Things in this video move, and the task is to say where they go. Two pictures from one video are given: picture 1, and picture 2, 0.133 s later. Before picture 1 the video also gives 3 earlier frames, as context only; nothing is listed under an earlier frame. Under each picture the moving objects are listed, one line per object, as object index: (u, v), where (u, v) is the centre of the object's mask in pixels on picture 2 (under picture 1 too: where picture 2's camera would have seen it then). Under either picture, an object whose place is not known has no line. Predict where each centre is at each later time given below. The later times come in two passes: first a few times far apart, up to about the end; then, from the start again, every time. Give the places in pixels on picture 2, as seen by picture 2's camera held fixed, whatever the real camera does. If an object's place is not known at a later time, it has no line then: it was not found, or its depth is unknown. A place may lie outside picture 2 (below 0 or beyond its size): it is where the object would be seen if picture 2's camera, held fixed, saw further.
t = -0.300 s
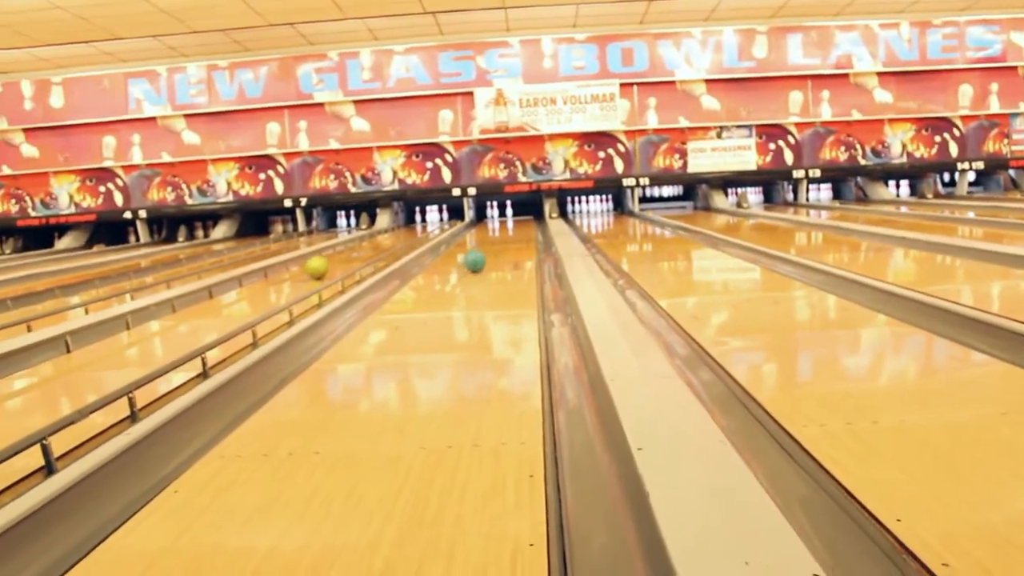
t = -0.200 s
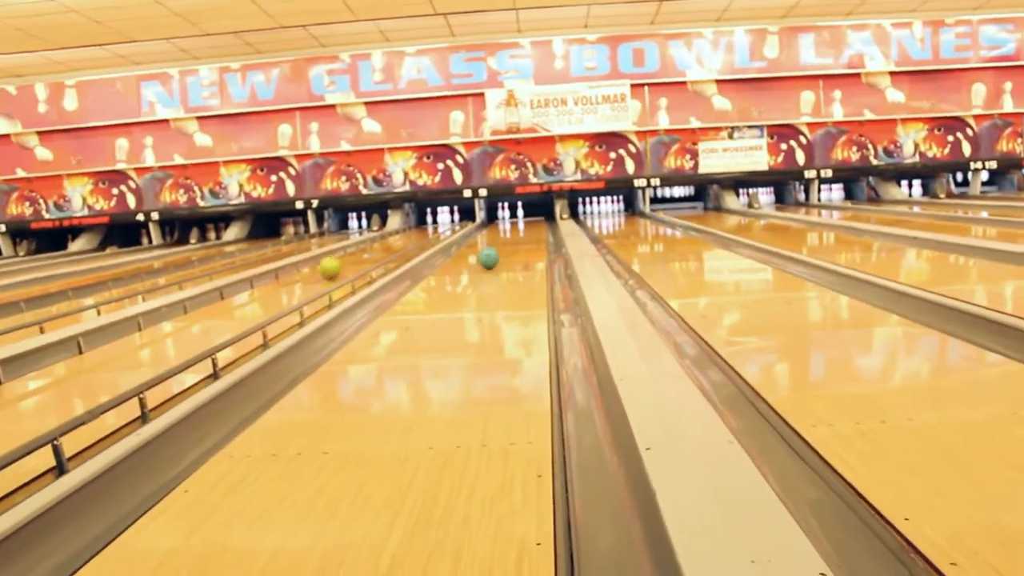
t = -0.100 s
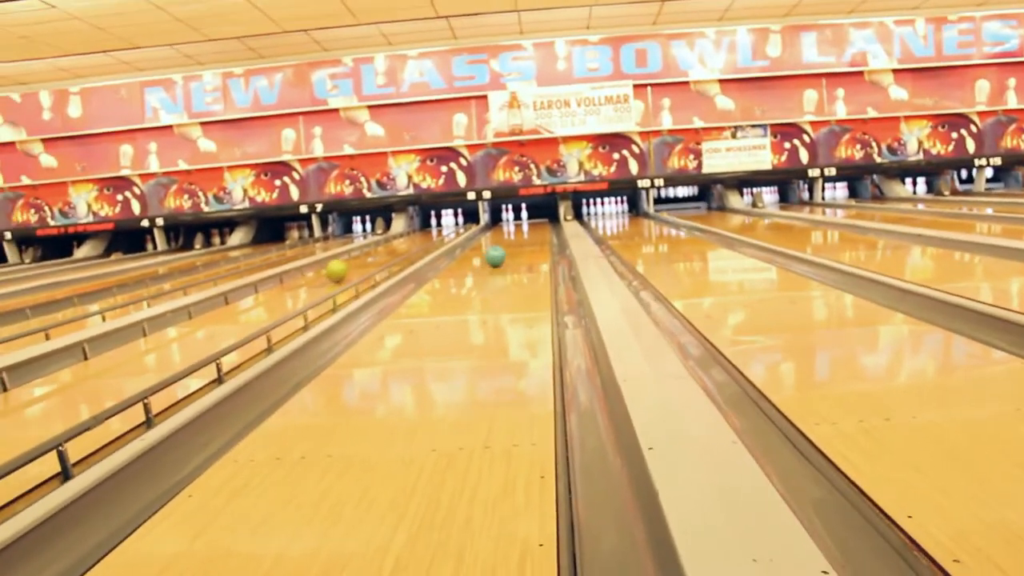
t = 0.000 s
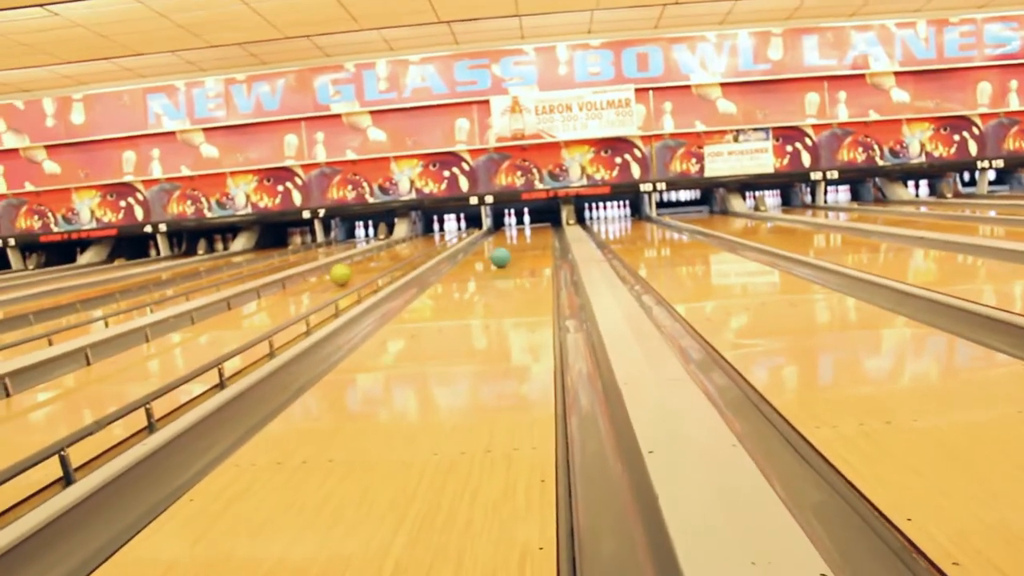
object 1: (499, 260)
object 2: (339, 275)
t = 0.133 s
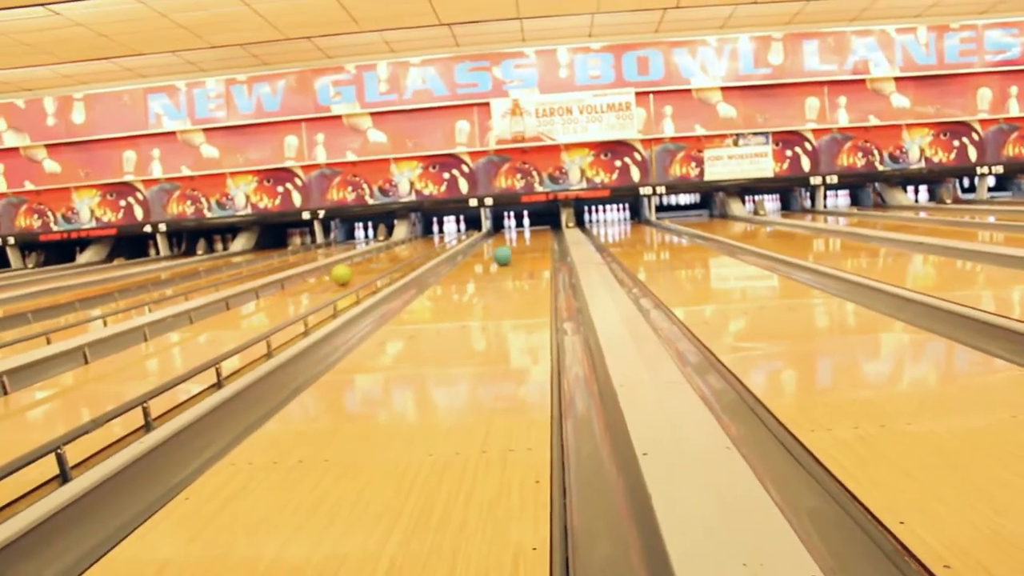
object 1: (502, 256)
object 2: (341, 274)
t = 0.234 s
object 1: (504, 254)
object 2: (342, 273)
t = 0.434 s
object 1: (508, 249)
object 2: (346, 271)
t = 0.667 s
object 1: (513, 245)
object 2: (350, 269)
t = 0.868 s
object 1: (516, 241)
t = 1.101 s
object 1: (520, 237)
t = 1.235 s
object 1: (520, 236)
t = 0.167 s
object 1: (502, 255)
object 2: (342, 274)
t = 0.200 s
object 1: (503, 254)
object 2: (343, 273)
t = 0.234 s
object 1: (504, 254)
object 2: (342, 273)
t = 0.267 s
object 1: (505, 253)
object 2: (343, 273)
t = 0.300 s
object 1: (506, 252)
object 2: (344, 273)
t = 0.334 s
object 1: (506, 251)
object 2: (345, 272)
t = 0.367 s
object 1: (507, 250)
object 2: (345, 272)
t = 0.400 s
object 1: (508, 250)
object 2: (346, 271)
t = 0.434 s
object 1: (508, 249)
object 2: (346, 271)
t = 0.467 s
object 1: (509, 248)
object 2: (347, 270)
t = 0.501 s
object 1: (510, 248)
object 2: (348, 270)
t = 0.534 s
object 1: (511, 247)
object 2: (348, 270)
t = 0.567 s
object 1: (511, 246)
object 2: (349, 270)
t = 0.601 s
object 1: (512, 246)
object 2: (349, 269)
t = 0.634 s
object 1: (513, 245)
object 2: (349, 269)
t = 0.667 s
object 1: (513, 245)
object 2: (350, 269)
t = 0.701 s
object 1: (514, 244)
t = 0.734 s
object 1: (514, 244)
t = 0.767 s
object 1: (514, 243)
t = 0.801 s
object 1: (515, 242)
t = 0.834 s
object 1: (515, 242)
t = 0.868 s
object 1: (516, 241)
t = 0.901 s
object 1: (517, 240)
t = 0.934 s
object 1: (517, 239)
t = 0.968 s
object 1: (517, 239)
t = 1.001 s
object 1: (518, 238)
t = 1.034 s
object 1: (518, 238)
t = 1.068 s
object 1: (519, 238)
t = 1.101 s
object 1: (520, 237)
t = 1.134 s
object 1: (519, 237)
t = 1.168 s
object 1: (519, 237)
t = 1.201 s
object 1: (519, 236)
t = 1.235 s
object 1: (520, 236)
